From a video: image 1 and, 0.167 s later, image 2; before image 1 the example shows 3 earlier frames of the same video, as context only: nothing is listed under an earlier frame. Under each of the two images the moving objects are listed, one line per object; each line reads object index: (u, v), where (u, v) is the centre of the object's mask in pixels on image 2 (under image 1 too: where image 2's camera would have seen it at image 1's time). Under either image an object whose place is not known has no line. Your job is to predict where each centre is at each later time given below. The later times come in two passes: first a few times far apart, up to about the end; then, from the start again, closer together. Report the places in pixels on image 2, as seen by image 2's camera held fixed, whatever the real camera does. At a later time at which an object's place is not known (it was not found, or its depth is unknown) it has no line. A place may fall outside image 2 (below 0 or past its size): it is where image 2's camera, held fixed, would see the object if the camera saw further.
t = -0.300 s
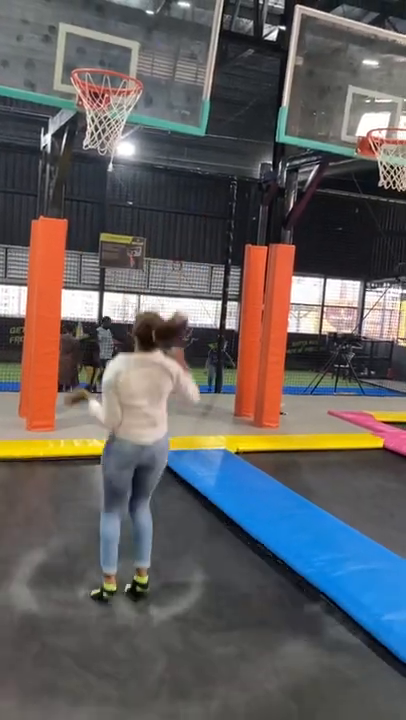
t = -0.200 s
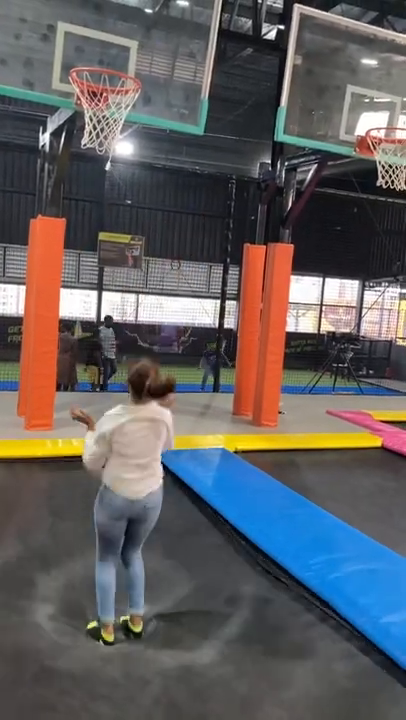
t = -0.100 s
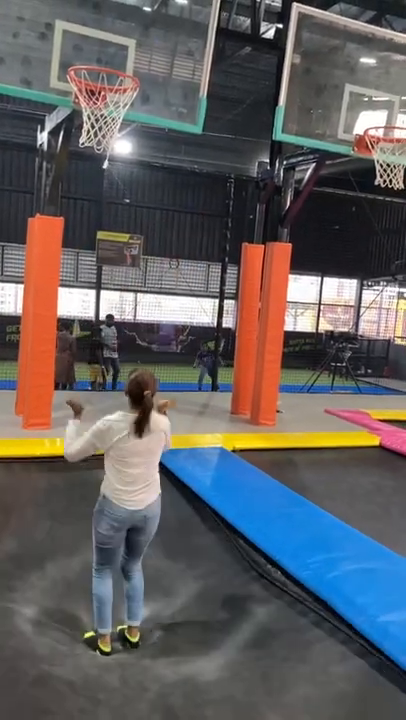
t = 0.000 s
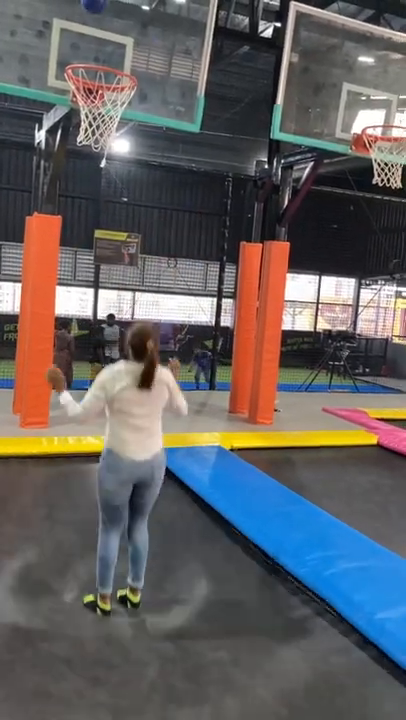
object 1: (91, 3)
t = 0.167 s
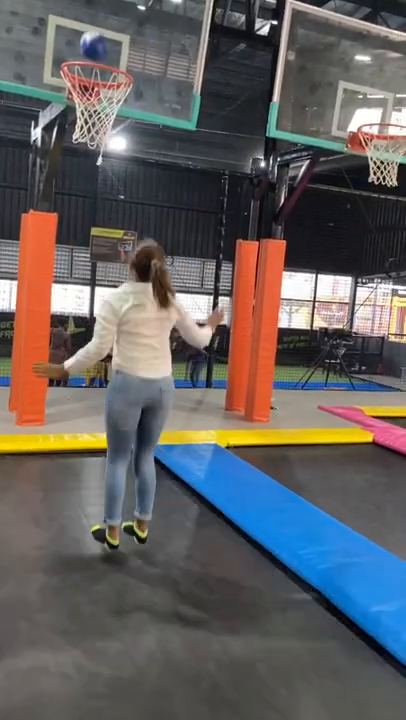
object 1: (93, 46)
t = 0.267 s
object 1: (92, 94)
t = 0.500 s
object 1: (92, 216)
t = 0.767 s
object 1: (81, 431)
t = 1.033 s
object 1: (75, 420)
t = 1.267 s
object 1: (69, 382)
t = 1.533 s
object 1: (53, 431)
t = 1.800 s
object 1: (36, 481)
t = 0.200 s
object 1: (92, 54)
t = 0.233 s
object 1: (94, 78)
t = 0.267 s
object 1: (92, 94)
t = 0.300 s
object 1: (95, 108)
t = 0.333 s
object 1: (95, 124)
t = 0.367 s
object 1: (92, 146)
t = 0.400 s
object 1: (92, 160)
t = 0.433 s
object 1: (92, 177)
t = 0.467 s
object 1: (92, 195)
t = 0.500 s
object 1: (92, 216)
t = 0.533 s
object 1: (90, 240)
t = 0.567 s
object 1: (90, 263)
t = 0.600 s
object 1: (89, 287)
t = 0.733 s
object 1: (82, 399)
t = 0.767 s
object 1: (81, 431)
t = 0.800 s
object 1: (79, 462)
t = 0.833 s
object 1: (77, 497)
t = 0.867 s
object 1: (75, 494)
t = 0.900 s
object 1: (76, 475)
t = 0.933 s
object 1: (76, 460)
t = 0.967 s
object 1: (76, 445)
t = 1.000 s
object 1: (76, 432)
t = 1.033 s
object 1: (75, 420)
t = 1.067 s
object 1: (74, 410)
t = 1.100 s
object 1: (74, 402)
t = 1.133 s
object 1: (73, 395)
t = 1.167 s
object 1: (72, 388)
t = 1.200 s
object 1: (71, 385)
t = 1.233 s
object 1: (70, 382)
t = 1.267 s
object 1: (69, 382)
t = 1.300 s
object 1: (68, 382)
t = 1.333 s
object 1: (66, 384)
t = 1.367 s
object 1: (64, 388)
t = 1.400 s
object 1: (62, 394)
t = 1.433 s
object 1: (60, 400)
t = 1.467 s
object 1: (58, 409)
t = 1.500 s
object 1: (56, 419)
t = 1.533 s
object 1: (53, 431)
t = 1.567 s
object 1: (50, 446)
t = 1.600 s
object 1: (47, 460)
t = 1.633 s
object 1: (43, 476)
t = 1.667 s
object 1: (41, 496)
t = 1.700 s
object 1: (38, 506)
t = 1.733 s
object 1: (37, 495)
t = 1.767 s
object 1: (37, 488)
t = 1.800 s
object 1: (36, 481)
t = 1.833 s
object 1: (35, 475)
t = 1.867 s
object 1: (34, 472)
